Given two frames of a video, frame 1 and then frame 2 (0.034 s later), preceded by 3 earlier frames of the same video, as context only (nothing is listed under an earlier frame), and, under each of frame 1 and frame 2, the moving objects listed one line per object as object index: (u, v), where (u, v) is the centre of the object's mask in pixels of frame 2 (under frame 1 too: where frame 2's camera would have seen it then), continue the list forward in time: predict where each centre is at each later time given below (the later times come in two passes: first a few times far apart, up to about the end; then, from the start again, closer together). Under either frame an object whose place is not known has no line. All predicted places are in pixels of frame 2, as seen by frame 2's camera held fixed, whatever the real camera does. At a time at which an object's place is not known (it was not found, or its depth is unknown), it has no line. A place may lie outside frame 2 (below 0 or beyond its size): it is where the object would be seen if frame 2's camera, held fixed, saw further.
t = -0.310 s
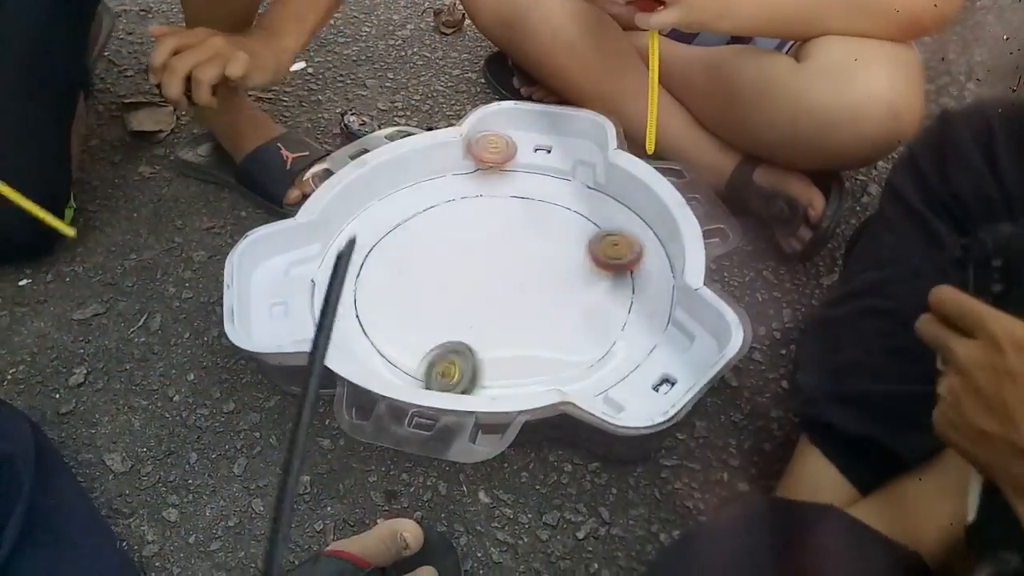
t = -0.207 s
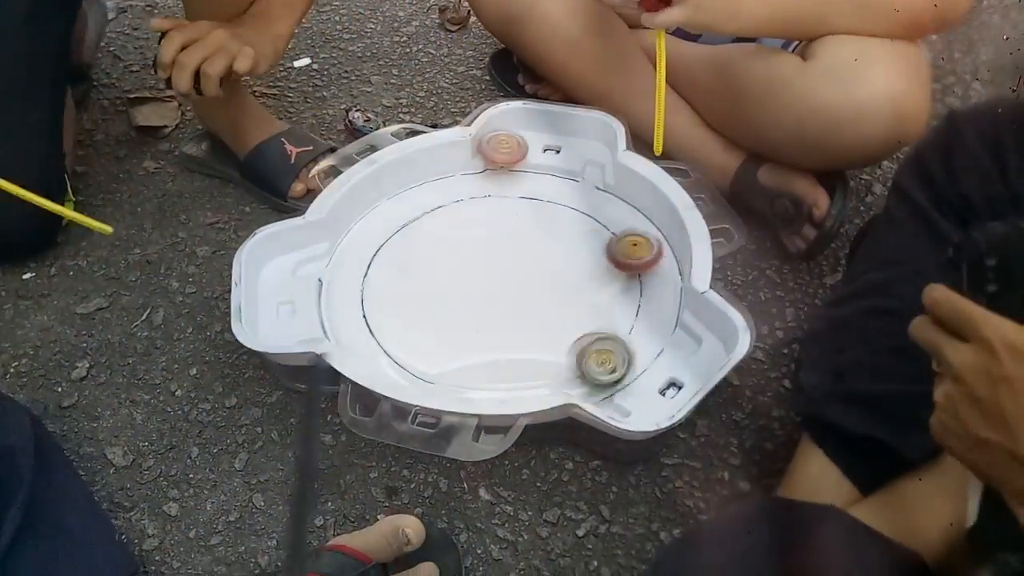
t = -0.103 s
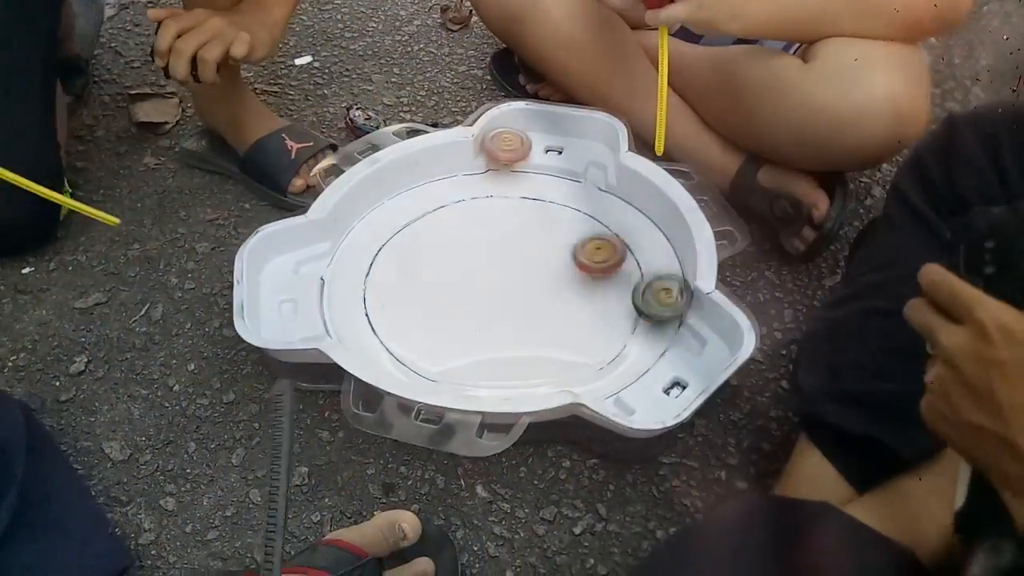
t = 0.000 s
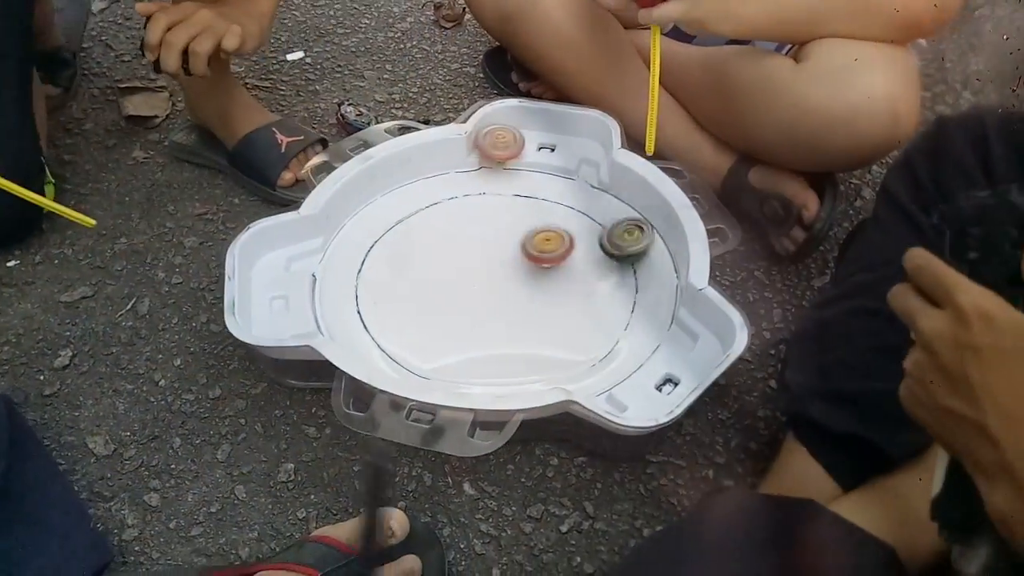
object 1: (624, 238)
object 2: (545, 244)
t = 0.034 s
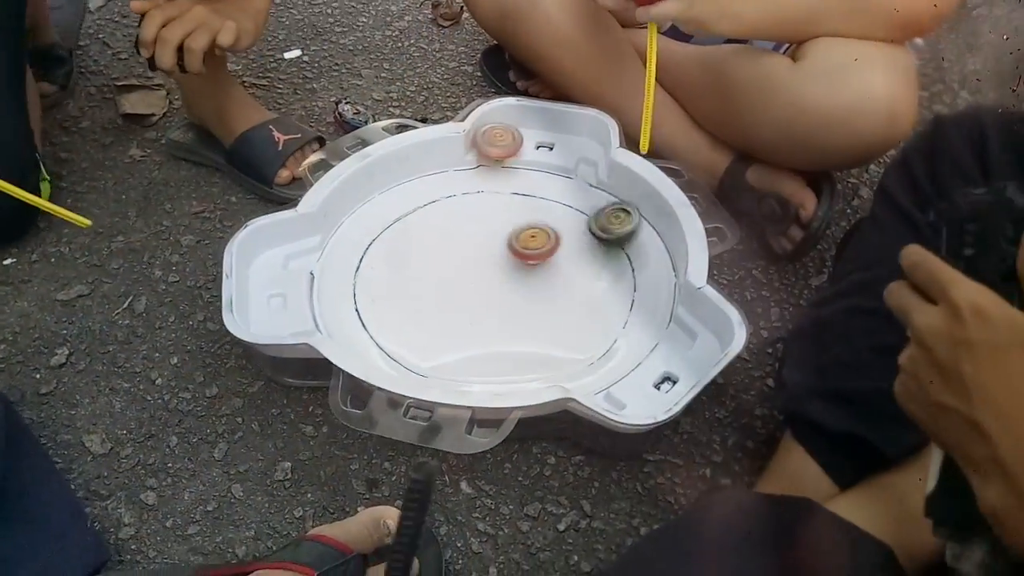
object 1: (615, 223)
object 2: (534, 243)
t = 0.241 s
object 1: (537, 176)
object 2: (477, 256)
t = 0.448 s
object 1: (478, 237)
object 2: (462, 295)
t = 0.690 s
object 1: (462, 273)
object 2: (511, 333)
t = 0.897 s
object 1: (467, 280)
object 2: (567, 317)
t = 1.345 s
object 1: (445, 275)
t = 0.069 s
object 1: (601, 210)
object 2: (523, 242)
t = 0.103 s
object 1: (590, 197)
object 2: (513, 242)
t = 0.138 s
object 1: (578, 187)
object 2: (503, 244)
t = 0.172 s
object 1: (565, 181)
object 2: (494, 248)
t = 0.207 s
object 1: (551, 176)
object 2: (485, 251)
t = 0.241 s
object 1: (537, 176)
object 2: (477, 256)
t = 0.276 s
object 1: (523, 179)
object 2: (470, 262)
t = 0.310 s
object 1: (512, 187)
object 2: (464, 268)
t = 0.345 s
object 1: (502, 198)
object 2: (460, 275)
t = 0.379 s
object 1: (493, 211)
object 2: (459, 281)
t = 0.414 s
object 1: (485, 224)
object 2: (460, 288)
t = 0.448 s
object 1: (478, 237)
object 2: (462, 295)
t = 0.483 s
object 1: (472, 252)
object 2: (464, 301)
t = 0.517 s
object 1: (467, 262)
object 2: (468, 304)
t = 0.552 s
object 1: (465, 267)
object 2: (475, 317)
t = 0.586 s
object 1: (463, 268)
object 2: (481, 326)
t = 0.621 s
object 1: (462, 270)
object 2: (489, 330)
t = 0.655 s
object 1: (462, 271)
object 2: (499, 332)
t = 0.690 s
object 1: (462, 273)
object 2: (511, 333)
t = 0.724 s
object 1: (462, 274)
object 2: (524, 332)
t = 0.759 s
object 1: (463, 276)
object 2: (546, 330)
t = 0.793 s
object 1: (463, 277)
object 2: (554, 328)
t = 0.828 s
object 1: (464, 278)
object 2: (560, 325)
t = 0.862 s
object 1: (465, 279)
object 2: (565, 321)
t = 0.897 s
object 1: (467, 280)
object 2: (567, 317)
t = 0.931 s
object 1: (469, 280)
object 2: (568, 313)
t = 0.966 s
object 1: (470, 280)
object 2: (566, 308)
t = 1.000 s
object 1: (471, 281)
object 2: (564, 303)
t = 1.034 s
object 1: (472, 281)
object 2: (561, 298)
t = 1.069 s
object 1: (474, 282)
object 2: (557, 294)
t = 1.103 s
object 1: (477, 282)
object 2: (552, 290)
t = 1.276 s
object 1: (454, 276)
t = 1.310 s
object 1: (449, 275)
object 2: (548, 268)
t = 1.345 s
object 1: (445, 275)
